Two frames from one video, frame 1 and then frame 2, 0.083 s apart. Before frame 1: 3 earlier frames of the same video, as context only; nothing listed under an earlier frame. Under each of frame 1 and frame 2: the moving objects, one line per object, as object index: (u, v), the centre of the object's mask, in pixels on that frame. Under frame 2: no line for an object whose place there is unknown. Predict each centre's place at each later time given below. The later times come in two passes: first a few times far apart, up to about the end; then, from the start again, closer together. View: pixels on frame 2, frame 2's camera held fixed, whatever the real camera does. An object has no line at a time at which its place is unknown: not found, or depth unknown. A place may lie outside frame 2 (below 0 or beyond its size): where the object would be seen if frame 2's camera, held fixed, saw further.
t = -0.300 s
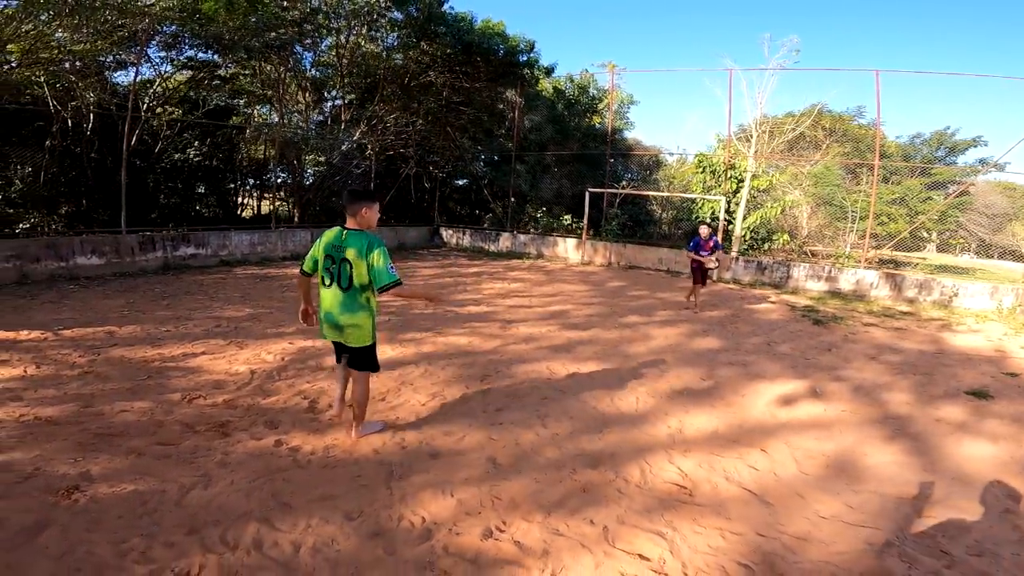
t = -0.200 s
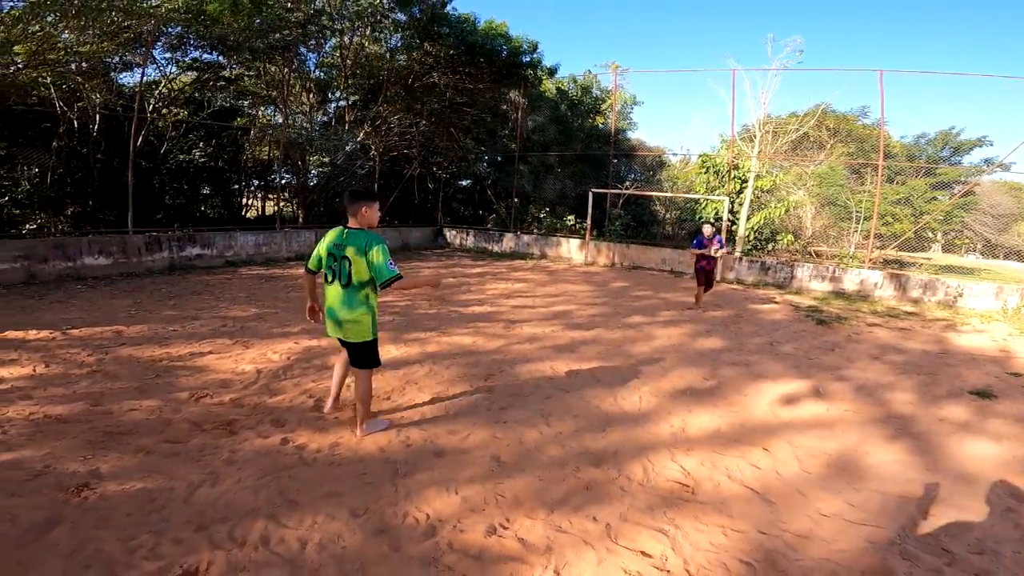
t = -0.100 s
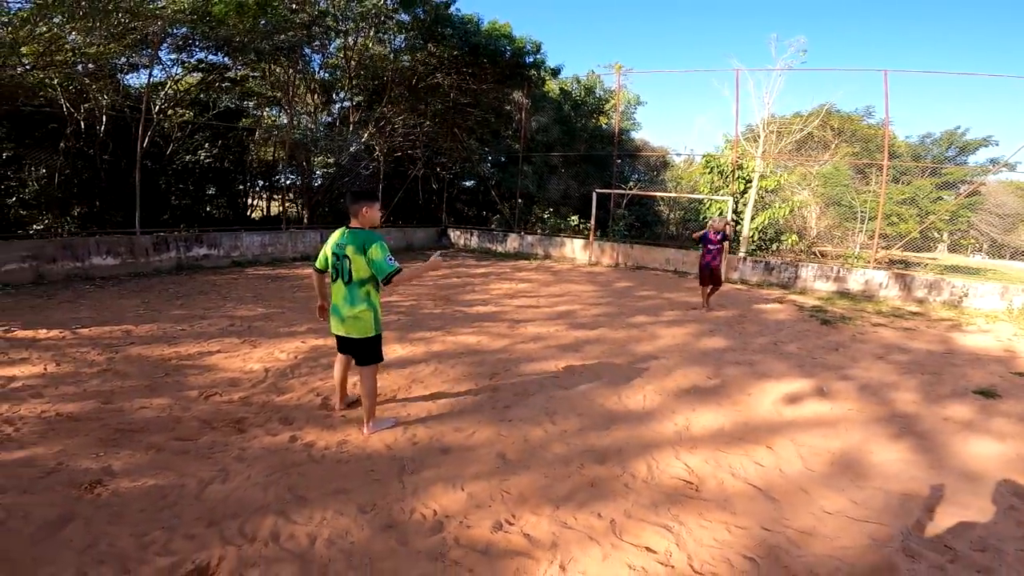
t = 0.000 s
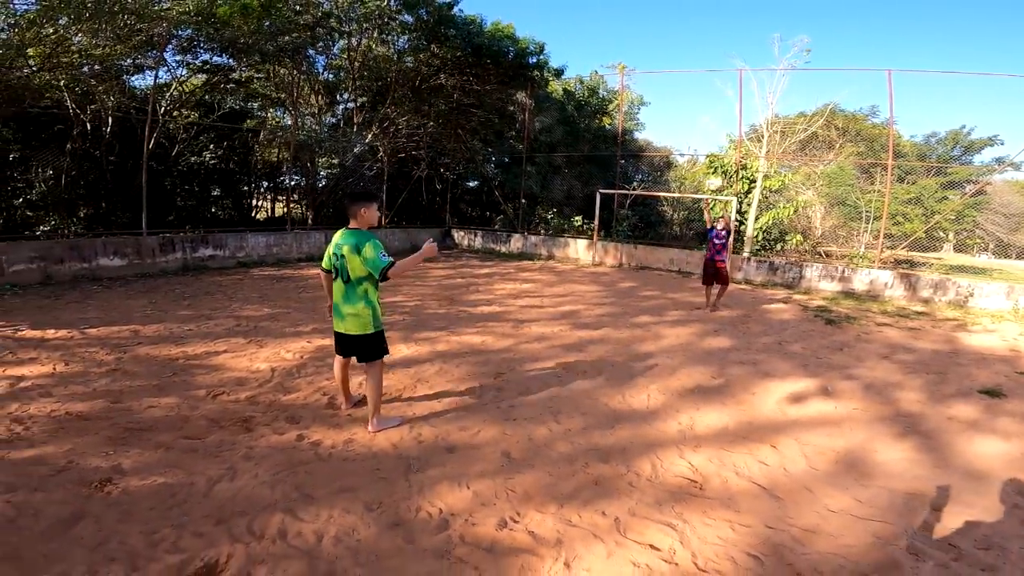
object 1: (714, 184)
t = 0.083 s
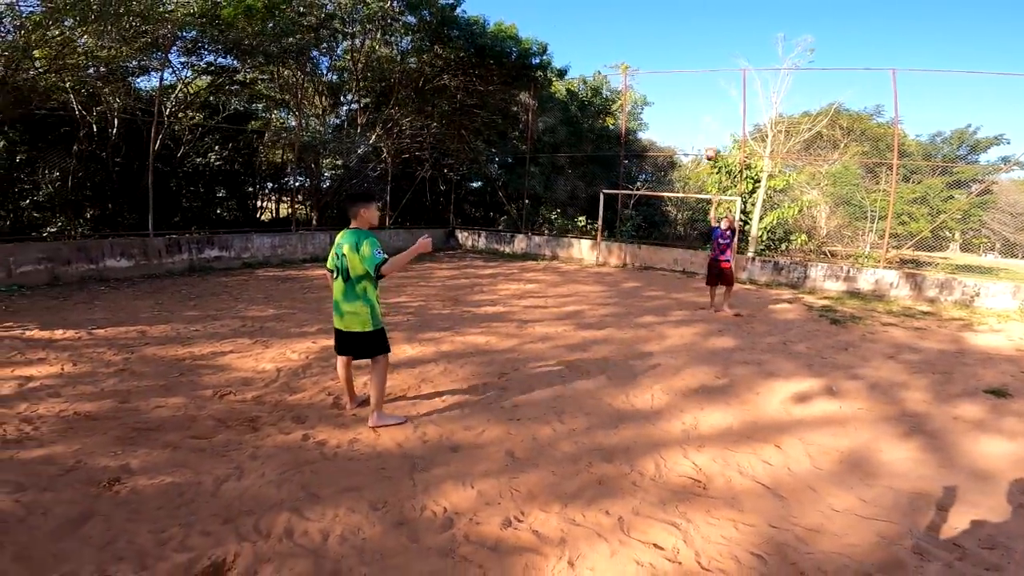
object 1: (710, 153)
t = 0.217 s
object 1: (694, 110)
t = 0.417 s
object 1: (659, 62)
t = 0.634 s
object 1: (610, 34)
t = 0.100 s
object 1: (710, 148)
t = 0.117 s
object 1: (707, 142)
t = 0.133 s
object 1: (705, 136)
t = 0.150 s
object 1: (703, 131)
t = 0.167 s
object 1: (701, 126)
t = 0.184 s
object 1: (699, 121)
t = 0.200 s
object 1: (696, 115)
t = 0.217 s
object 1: (694, 110)
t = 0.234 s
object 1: (692, 106)
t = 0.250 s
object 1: (689, 101)
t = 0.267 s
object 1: (686, 97)
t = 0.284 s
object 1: (684, 92)
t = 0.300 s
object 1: (681, 88)
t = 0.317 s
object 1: (678, 84)
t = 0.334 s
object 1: (675, 80)
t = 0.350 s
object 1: (673, 77)
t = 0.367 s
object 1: (669, 73)
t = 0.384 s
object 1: (666, 69)
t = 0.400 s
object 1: (663, 65)
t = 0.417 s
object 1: (659, 62)
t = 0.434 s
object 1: (656, 60)
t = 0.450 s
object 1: (653, 56)
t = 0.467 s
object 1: (649, 53)
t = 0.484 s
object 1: (645, 51)
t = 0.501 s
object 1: (642, 48)
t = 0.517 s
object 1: (638, 46)
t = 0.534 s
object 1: (634, 43)
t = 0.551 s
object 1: (630, 42)
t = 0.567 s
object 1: (626, 40)
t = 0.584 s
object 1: (622, 38)
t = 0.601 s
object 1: (618, 37)
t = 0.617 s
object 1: (614, 36)
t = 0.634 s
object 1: (610, 34)
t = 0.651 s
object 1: (605, 34)
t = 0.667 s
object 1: (601, 33)
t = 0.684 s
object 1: (596, 33)
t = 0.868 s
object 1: (533, 49)
